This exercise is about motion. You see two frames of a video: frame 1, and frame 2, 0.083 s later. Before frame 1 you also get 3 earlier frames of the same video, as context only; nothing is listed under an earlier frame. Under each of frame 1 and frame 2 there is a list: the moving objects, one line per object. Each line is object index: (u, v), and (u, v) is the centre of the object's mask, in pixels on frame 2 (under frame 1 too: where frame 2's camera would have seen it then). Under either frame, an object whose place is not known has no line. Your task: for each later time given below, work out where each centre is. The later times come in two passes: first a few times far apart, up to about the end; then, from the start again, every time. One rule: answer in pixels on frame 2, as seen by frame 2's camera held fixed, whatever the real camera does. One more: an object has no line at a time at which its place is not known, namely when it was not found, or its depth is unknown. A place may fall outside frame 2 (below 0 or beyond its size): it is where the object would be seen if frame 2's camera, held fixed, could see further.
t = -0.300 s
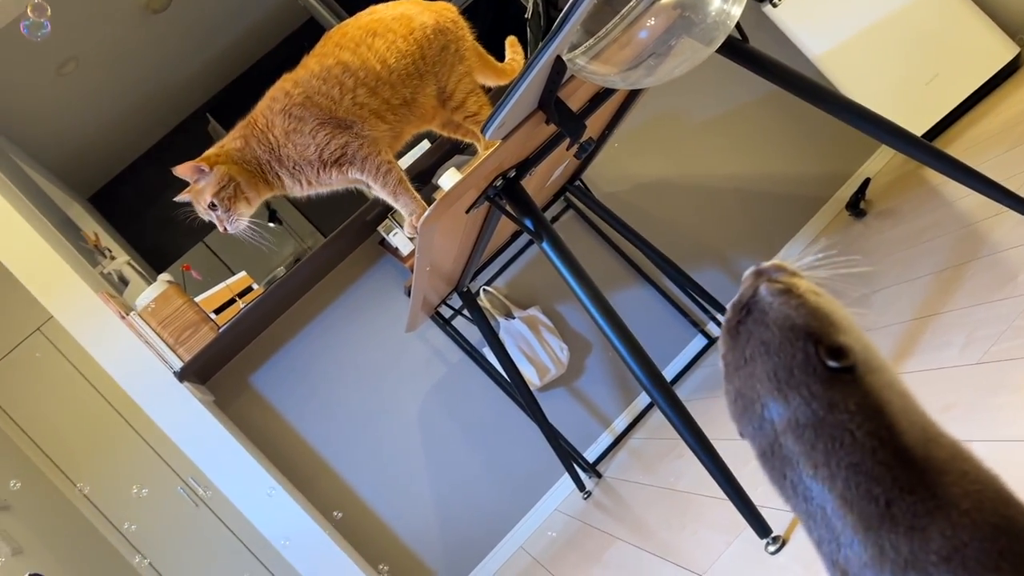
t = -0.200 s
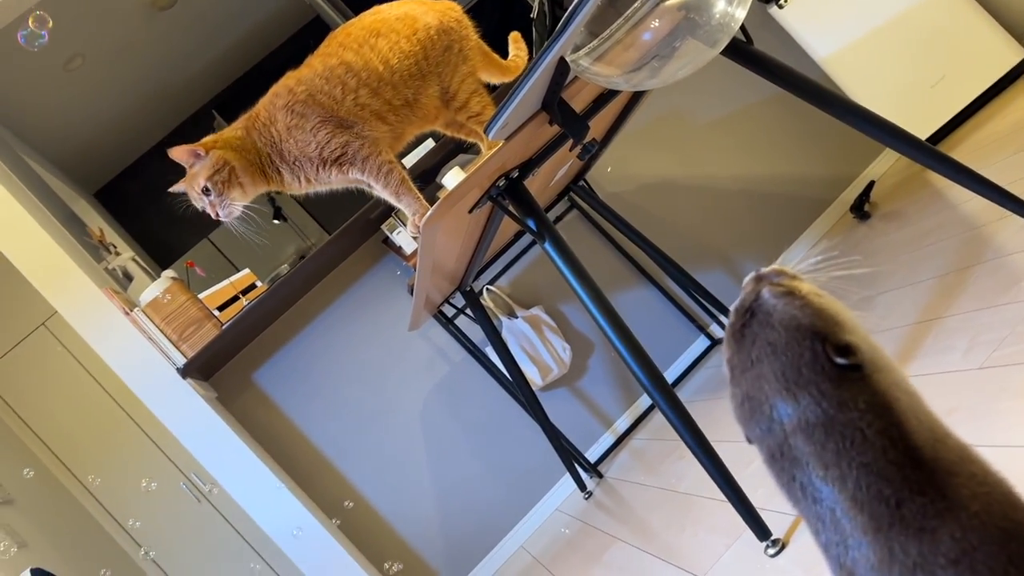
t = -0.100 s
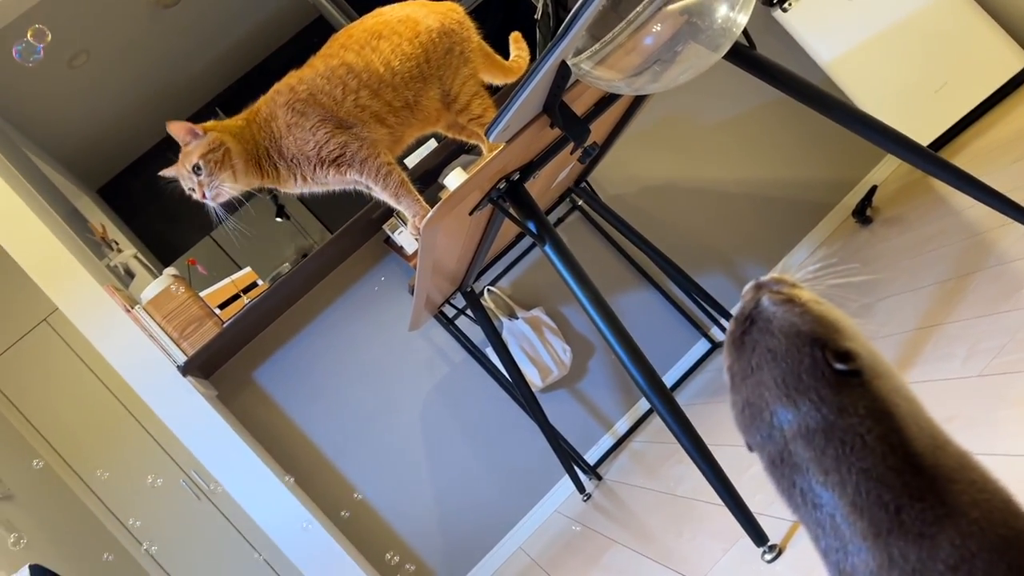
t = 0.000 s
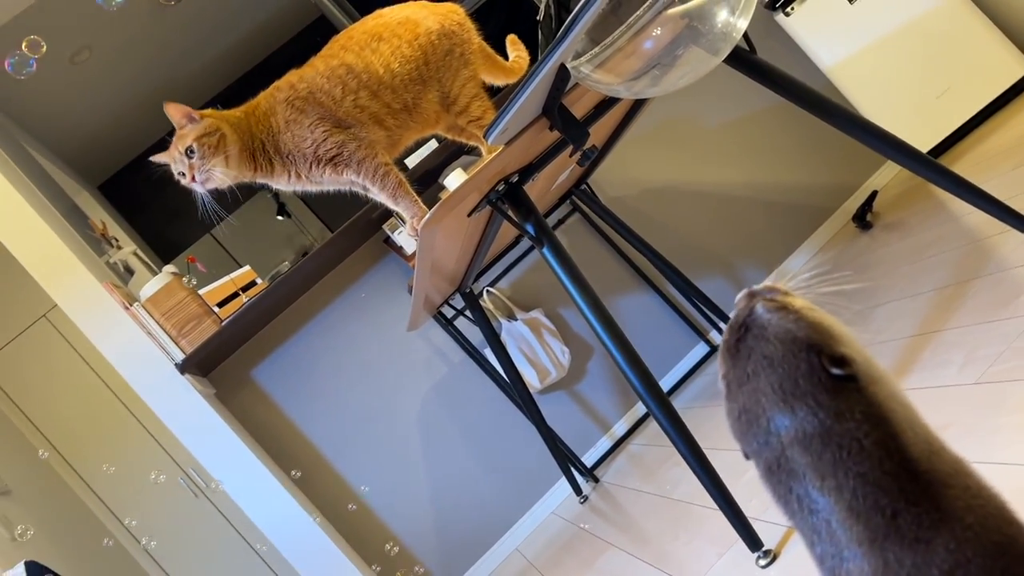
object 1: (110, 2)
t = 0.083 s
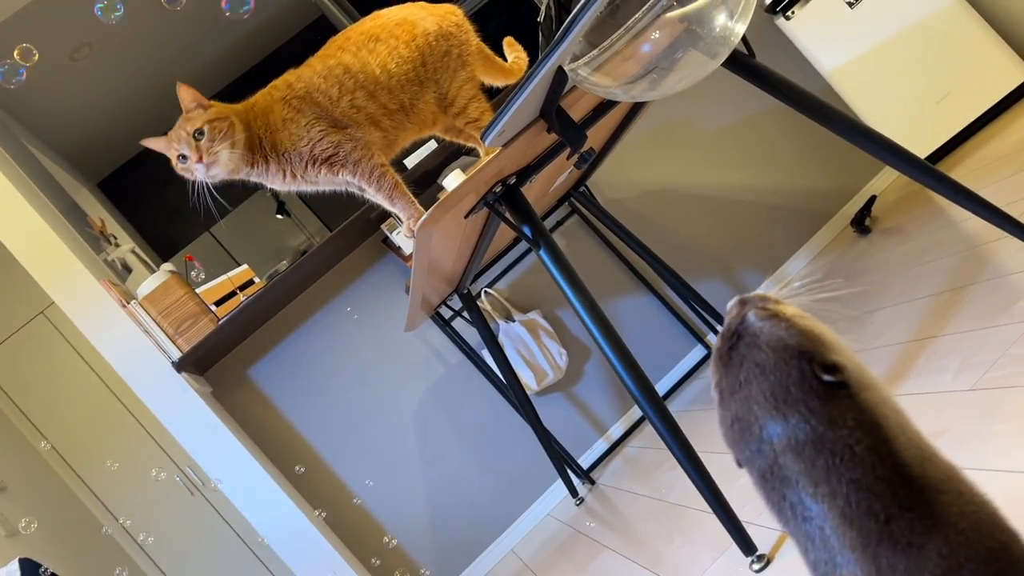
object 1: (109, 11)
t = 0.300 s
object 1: (100, 40)
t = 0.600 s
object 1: (92, 84)
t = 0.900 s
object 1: (86, 122)
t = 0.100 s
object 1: (109, 12)
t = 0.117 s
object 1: (109, 14)
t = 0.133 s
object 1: (109, 16)
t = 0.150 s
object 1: (108, 18)
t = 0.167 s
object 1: (107, 21)
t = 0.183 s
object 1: (107, 24)
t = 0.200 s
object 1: (106, 26)
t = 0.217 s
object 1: (105, 28)
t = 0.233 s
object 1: (104, 31)
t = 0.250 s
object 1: (103, 33)
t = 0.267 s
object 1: (102, 36)
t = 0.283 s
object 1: (101, 38)
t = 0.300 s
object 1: (100, 40)
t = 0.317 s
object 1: (99, 43)
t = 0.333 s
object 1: (97, 46)
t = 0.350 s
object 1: (97, 48)
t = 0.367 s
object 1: (96, 51)
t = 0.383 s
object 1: (95, 53)
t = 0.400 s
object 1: (94, 56)
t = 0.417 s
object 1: (93, 59)
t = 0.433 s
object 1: (93, 61)
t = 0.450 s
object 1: (93, 63)
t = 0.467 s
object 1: (92, 66)
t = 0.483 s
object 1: (92, 68)
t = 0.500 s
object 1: (92, 71)
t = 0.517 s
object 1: (91, 74)
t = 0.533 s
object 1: (91, 76)
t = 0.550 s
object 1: (90, 78)
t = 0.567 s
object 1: (90, 81)
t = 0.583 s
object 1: (92, 82)
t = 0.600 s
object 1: (92, 84)
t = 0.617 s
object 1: (92, 86)
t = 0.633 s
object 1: (92, 88)
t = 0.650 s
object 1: (92, 90)
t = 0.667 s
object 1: (91, 93)
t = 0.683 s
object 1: (91, 95)
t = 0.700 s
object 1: (91, 97)
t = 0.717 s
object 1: (91, 99)
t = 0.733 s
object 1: (91, 101)
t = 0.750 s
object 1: (91, 103)
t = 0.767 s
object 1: (90, 105)
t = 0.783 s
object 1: (90, 107)
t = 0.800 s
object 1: (89, 109)
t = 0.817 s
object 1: (89, 111)
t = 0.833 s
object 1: (88, 113)
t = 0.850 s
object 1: (88, 115)
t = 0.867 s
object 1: (87, 117)
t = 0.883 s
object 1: (87, 120)
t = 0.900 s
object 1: (86, 122)
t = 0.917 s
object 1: (85, 124)
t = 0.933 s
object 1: (84, 127)
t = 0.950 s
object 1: (84, 130)
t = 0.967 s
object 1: (84, 132)
